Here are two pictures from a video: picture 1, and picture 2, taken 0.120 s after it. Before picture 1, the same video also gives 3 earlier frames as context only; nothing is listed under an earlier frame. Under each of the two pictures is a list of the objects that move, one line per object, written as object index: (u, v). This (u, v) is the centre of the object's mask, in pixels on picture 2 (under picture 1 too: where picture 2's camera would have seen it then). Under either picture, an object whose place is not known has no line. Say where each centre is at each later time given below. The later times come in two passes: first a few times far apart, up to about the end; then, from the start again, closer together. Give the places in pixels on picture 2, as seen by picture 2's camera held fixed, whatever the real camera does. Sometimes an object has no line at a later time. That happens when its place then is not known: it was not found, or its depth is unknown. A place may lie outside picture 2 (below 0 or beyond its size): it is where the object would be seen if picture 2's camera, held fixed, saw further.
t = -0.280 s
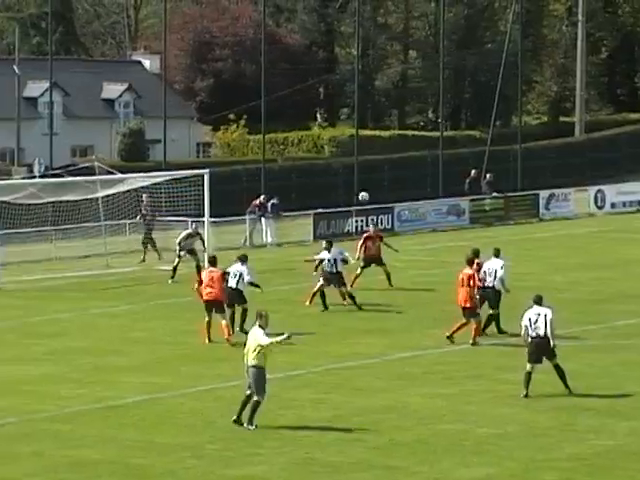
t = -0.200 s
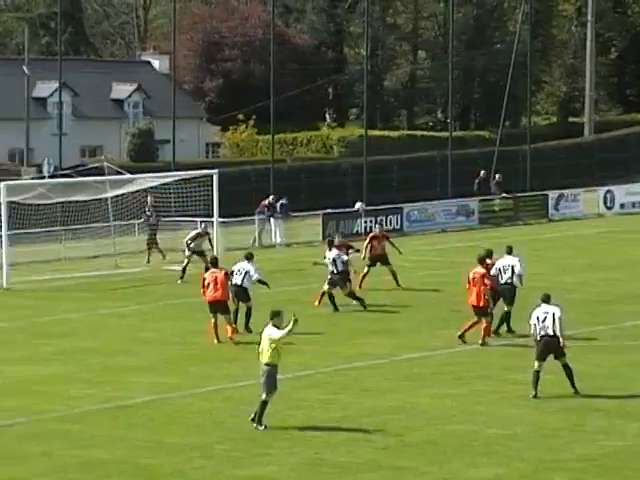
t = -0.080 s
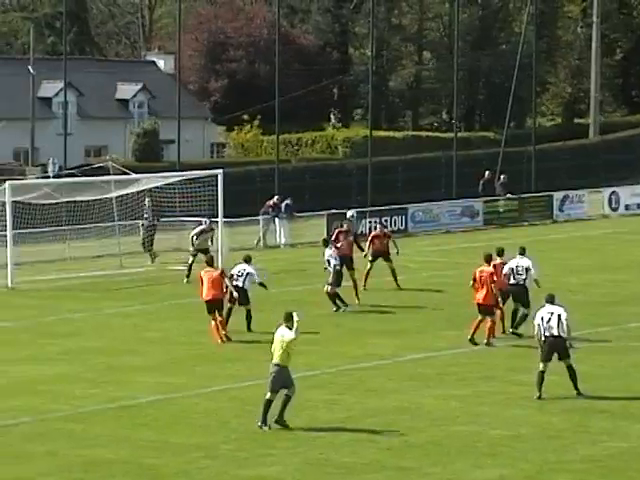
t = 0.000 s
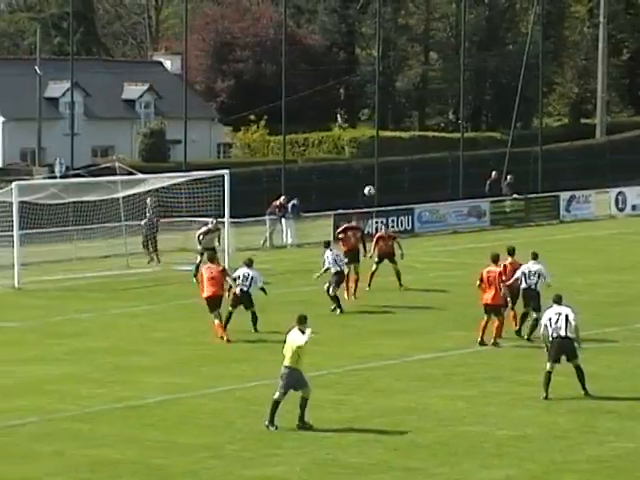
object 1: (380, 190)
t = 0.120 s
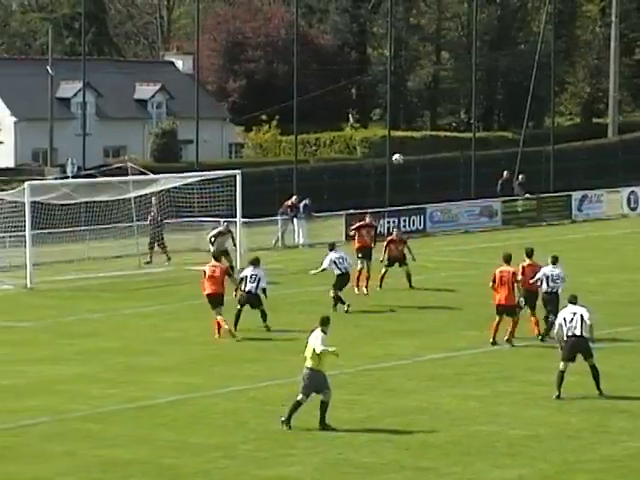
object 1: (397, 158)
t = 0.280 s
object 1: (420, 125)
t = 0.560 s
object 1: (464, 96)
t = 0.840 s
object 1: (510, 108)
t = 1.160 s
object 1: (564, 173)
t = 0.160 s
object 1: (403, 149)
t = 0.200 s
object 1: (408, 141)
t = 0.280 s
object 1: (420, 125)
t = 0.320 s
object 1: (426, 118)
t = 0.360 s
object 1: (433, 113)
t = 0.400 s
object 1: (439, 108)
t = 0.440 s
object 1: (445, 104)
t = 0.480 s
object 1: (451, 100)
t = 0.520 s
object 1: (457, 98)
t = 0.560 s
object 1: (464, 96)
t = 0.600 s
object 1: (470, 95)
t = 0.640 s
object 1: (477, 95)
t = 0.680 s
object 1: (484, 96)
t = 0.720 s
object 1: (490, 98)
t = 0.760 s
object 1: (497, 101)
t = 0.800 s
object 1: (503, 104)
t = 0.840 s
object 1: (510, 108)
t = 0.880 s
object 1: (517, 113)
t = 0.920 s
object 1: (524, 119)
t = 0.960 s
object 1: (530, 125)
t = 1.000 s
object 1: (537, 134)
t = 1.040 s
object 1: (543, 142)
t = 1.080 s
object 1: (550, 152)
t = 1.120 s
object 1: (557, 163)
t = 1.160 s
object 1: (564, 173)
